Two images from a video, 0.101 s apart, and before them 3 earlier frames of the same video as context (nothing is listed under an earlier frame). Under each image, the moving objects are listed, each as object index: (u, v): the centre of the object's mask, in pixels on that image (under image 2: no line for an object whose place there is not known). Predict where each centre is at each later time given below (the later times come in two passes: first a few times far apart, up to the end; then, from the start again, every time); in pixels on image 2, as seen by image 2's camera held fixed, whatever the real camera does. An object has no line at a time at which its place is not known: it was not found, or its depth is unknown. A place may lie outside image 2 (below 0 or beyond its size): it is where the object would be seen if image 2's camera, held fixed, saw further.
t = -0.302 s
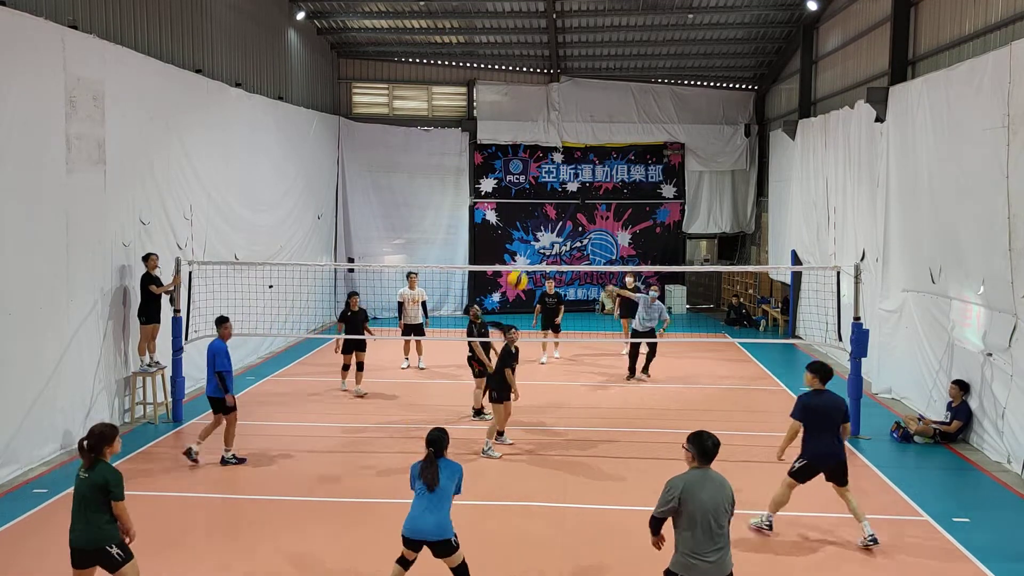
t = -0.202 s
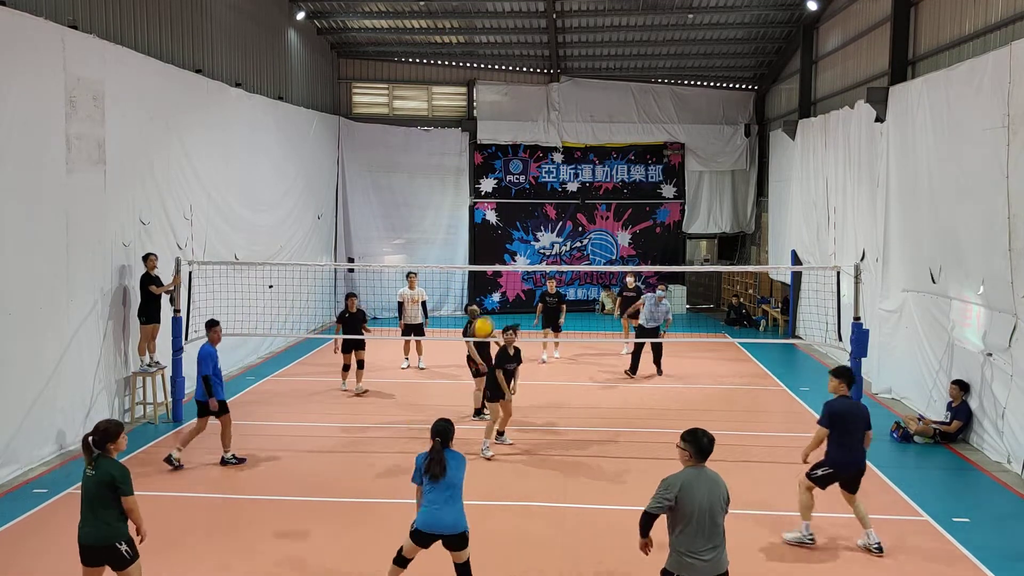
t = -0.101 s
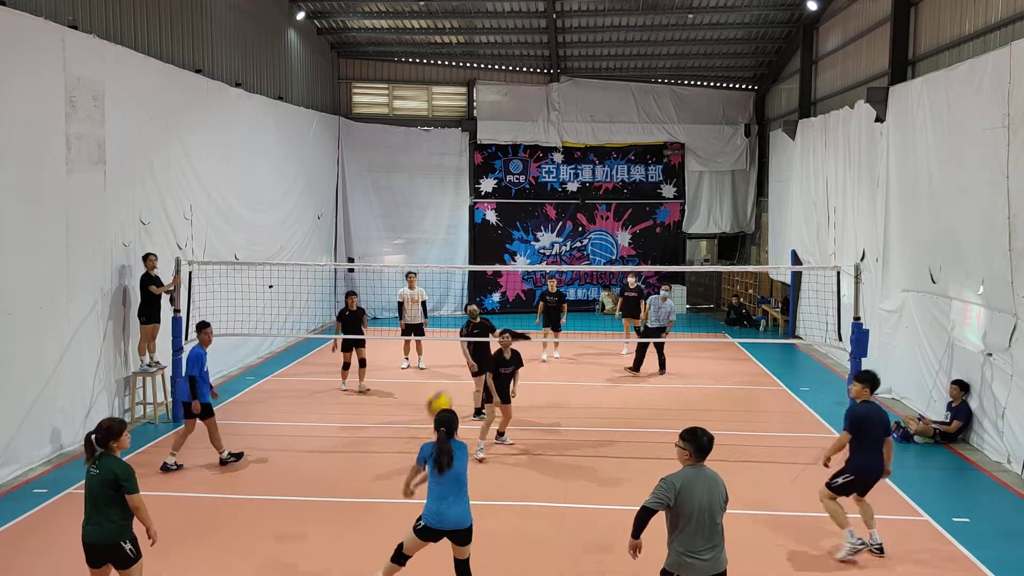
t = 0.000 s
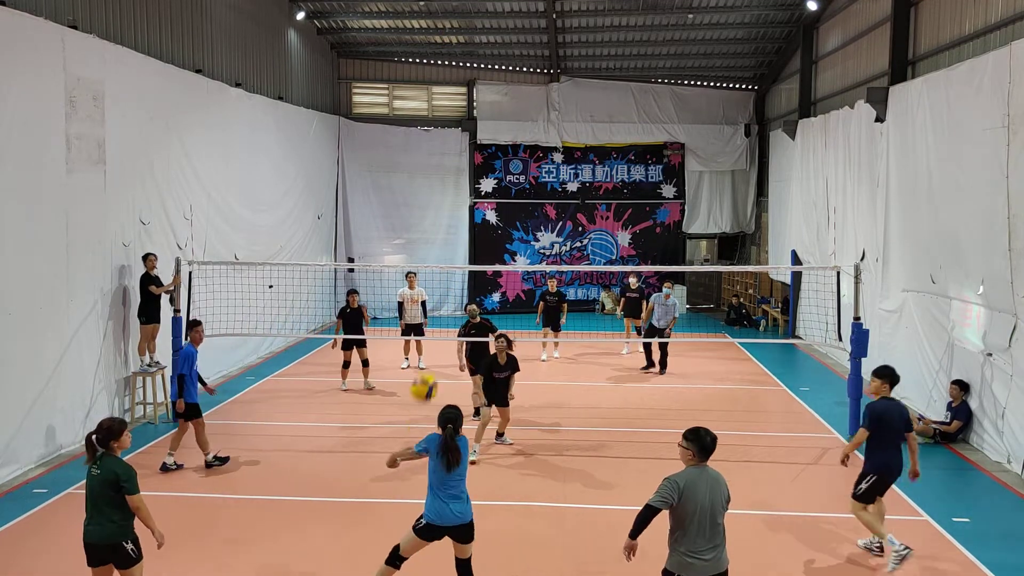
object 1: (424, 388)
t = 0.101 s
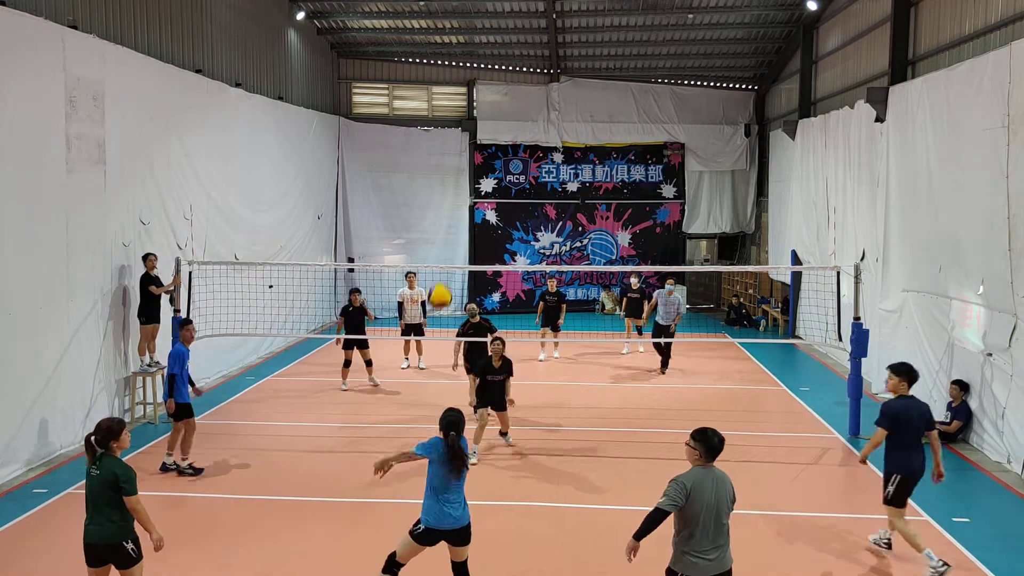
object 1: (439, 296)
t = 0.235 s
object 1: (457, 201)
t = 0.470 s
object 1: (483, 95)
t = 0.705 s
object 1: (505, 60)
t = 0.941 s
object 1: (523, 83)
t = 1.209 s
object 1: (540, 169)
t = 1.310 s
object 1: (545, 214)
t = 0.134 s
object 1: (444, 270)
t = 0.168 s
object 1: (449, 244)
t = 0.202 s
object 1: (453, 222)
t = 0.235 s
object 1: (457, 201)
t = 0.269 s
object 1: (461, 181)
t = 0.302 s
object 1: (465, 163)
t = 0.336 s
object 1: (469, 146)
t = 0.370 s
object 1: (473, 131)
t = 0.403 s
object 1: (476, 117)
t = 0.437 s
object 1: (480, 106)
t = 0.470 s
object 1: (483, 95)
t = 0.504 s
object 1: (487, 86)
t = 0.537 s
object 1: (490, 77)
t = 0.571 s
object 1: (493, 71)
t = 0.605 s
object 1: (496, 66)
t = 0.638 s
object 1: (499, 63)
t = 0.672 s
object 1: (502, 61)
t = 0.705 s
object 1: (505, 60)
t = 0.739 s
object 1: (507, 60)
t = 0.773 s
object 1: (510, 61)
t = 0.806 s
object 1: (513, 63)
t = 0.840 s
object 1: (515, 66)
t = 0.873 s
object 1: (518, 70)
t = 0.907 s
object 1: (520, 76)
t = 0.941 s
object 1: (523, 83)
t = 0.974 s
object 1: (525, 91)
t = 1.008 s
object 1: (527, 99)
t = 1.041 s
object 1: (530, 109)
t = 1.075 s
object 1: (532, 119)
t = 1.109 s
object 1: (533, 130)
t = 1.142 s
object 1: (536, 143)
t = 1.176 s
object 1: (538, 156)
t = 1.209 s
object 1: (540, 169)
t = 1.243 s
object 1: (541, 184)
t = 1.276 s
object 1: (544, 198)
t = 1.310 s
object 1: (545, 214)
